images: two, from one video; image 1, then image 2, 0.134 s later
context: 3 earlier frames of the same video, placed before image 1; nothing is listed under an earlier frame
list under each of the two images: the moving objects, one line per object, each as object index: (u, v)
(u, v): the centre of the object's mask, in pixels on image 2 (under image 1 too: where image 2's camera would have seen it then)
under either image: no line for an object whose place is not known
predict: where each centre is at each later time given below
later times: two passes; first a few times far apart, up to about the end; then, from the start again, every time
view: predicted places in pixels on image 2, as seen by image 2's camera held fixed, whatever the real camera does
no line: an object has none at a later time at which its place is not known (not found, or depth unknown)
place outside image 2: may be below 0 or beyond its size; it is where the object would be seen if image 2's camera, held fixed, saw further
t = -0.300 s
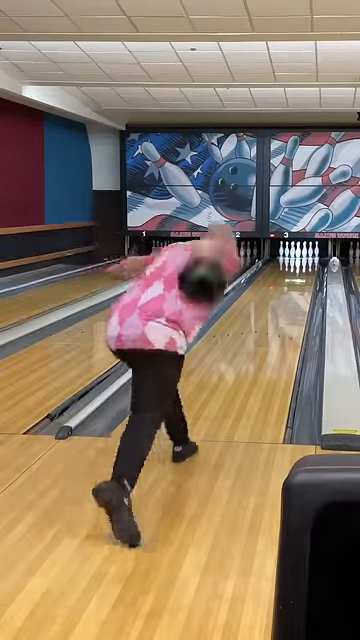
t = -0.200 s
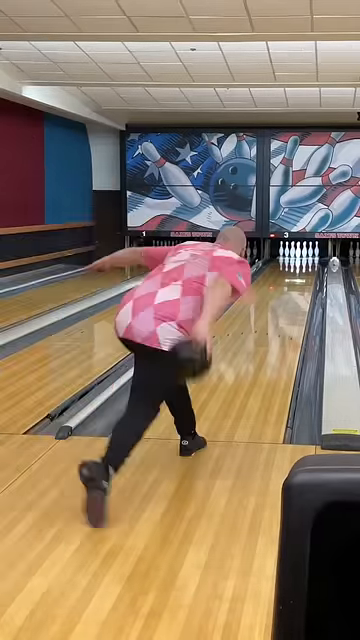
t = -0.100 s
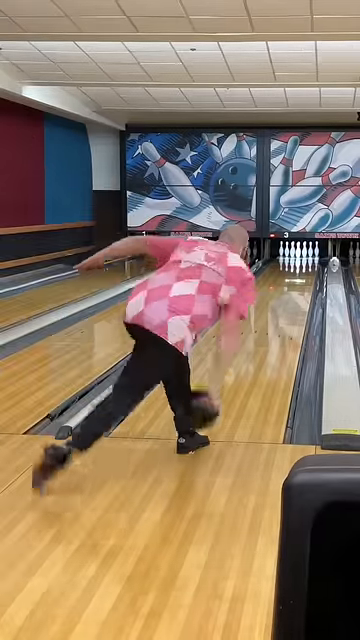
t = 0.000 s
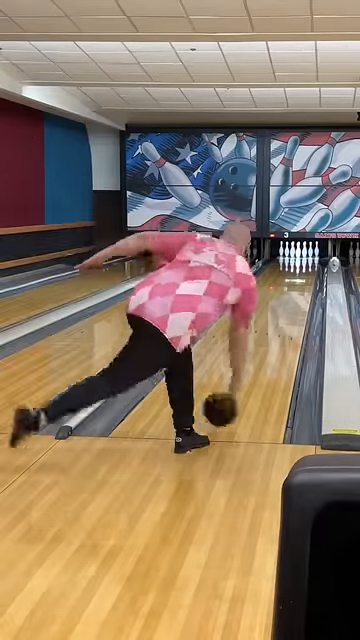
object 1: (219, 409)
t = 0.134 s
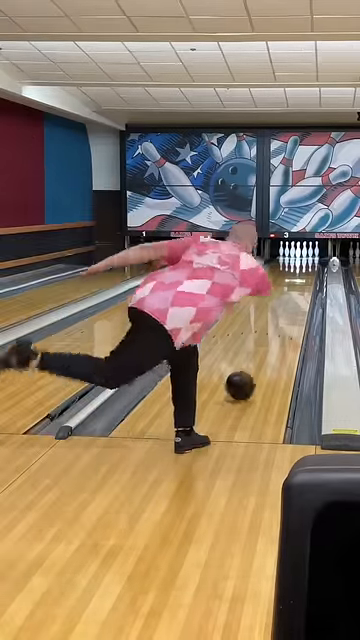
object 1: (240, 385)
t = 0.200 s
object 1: (248, 373)
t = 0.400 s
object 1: (266, 344)
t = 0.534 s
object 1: (274, 329)
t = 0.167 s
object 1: (244, 379)
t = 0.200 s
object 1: (248, 373)
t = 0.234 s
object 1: (251, 367)
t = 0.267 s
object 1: (255, 362)
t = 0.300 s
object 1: (258, 357)
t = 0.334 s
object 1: (261, 352)
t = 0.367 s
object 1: (263, 348)
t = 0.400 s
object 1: (266, 344)
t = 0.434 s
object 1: (268, 340)
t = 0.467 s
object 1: (270, 336)
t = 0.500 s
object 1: (273, 333)
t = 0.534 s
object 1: (274, 329)
